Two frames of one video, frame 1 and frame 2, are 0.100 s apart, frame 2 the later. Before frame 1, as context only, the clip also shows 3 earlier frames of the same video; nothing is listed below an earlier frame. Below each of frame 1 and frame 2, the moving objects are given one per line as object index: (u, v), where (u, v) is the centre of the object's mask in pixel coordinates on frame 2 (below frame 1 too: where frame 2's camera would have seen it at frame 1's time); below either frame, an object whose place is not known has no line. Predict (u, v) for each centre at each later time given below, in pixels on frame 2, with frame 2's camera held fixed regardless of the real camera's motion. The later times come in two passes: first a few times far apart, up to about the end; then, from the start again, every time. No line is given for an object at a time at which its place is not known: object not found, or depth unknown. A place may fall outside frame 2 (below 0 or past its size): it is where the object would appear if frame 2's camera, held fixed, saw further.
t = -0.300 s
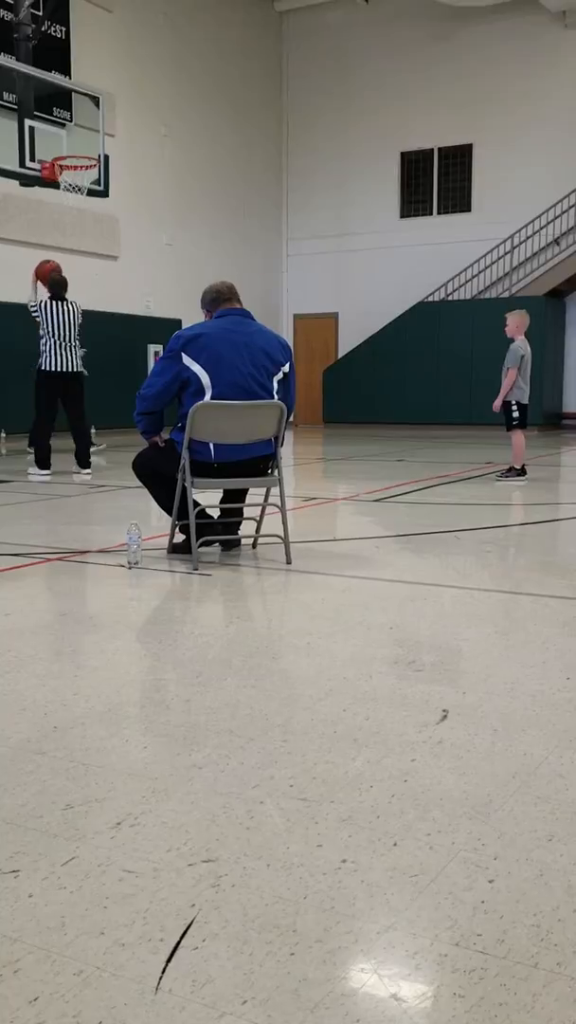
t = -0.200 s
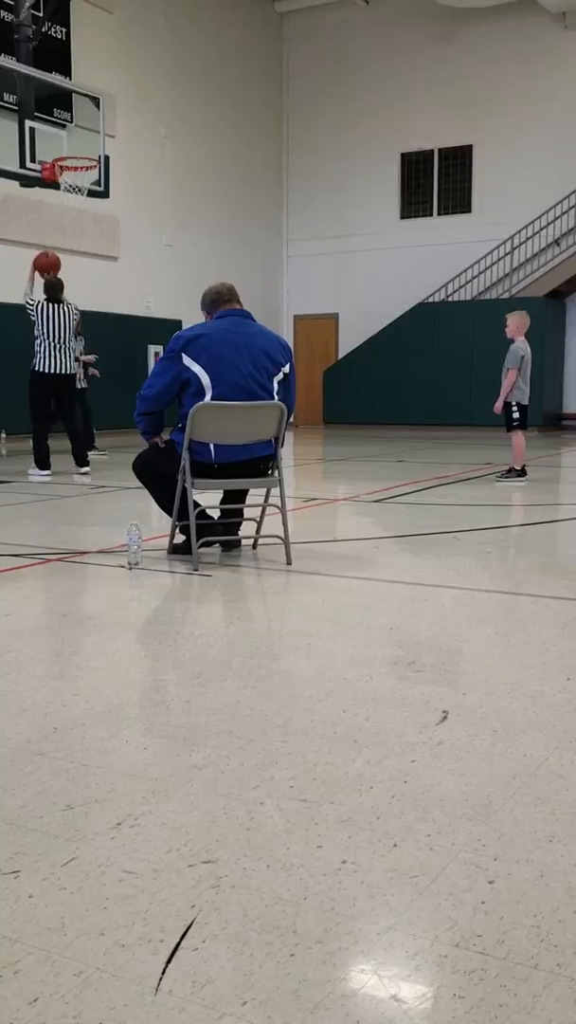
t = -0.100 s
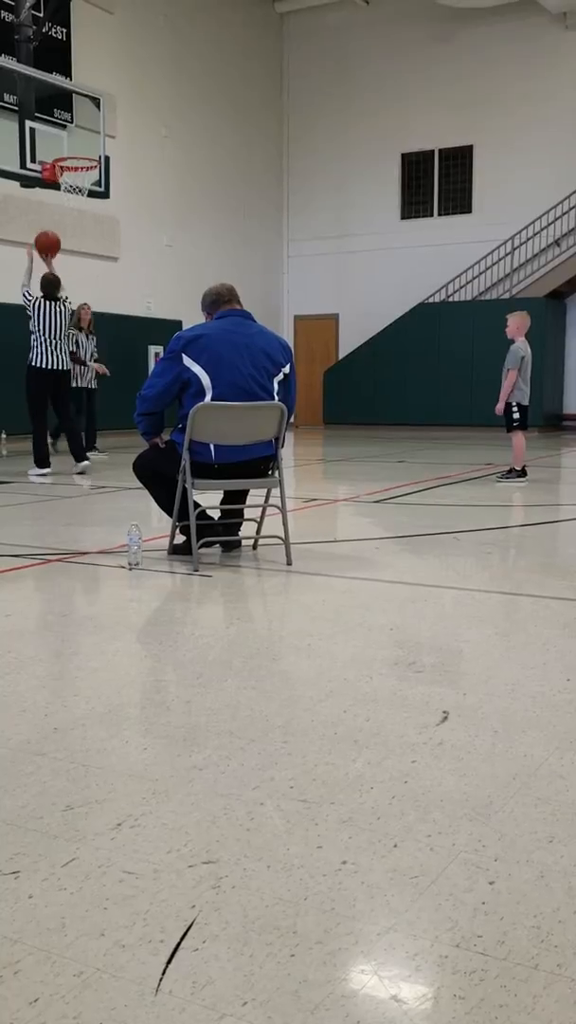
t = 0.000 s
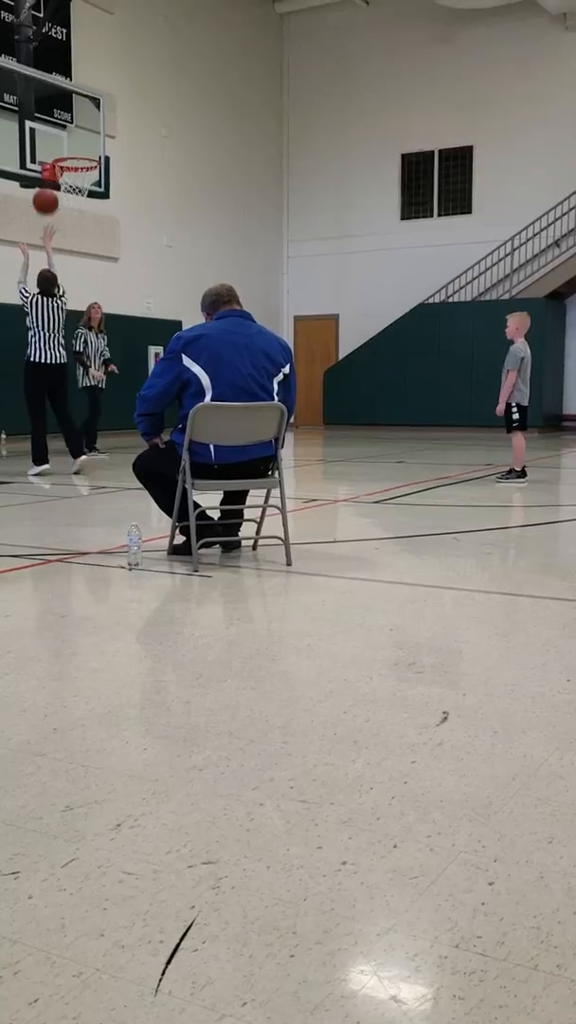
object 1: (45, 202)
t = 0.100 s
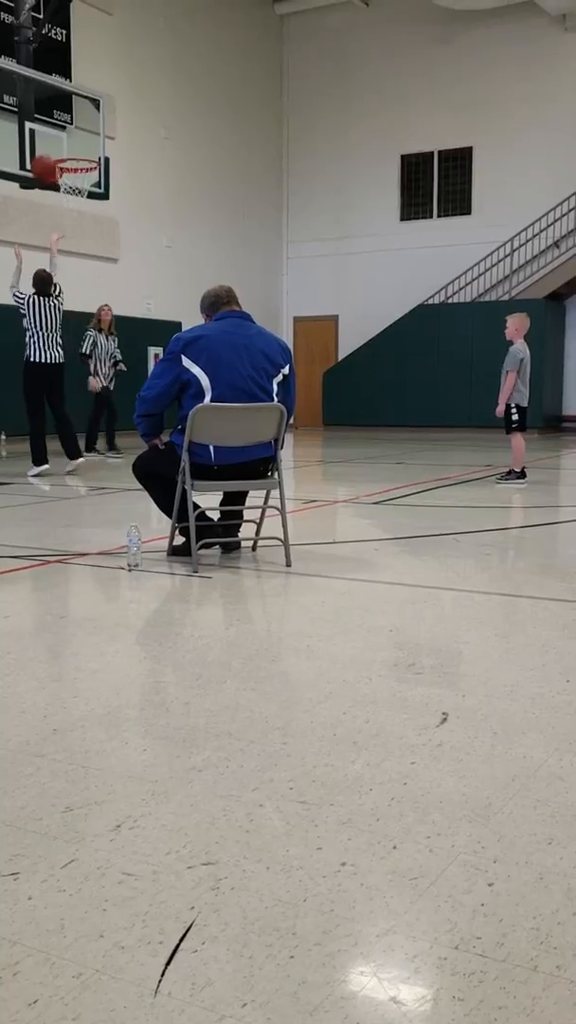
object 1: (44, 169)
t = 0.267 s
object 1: (40, 136)
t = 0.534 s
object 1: (48, 143)
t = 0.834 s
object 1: (88, 153)
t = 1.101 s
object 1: (77, 170)
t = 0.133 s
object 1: (43, 159)
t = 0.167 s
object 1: (42, 151)
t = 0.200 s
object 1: (41, 145)
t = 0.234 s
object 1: (41, 140)
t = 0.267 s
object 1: (40, 136)
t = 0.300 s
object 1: (40, 133)
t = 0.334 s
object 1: (40, 131)
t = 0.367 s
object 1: (40, 131)
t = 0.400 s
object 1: (39, 131)
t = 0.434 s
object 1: (39, 133)
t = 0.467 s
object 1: (39, 135)
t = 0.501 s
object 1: (43, 139)
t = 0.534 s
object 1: (48, 143)
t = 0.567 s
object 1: (52, 148)
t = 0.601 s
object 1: (56, 149)
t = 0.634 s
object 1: (61, 147)
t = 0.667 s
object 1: (65, 145)
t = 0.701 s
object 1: (70, 145)
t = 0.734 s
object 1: (74, 146)
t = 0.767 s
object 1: (78, 147)
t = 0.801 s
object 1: (83, 150)
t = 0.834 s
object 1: (88, 153)
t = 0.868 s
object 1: (87, 153)
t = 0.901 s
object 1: (86, 152)
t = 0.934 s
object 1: (84, 152)
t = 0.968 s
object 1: (83, 154)
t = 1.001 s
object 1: (81, 157)
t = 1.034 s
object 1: (79, 159)
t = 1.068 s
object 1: (78, 164)
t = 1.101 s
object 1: (77, 170)
